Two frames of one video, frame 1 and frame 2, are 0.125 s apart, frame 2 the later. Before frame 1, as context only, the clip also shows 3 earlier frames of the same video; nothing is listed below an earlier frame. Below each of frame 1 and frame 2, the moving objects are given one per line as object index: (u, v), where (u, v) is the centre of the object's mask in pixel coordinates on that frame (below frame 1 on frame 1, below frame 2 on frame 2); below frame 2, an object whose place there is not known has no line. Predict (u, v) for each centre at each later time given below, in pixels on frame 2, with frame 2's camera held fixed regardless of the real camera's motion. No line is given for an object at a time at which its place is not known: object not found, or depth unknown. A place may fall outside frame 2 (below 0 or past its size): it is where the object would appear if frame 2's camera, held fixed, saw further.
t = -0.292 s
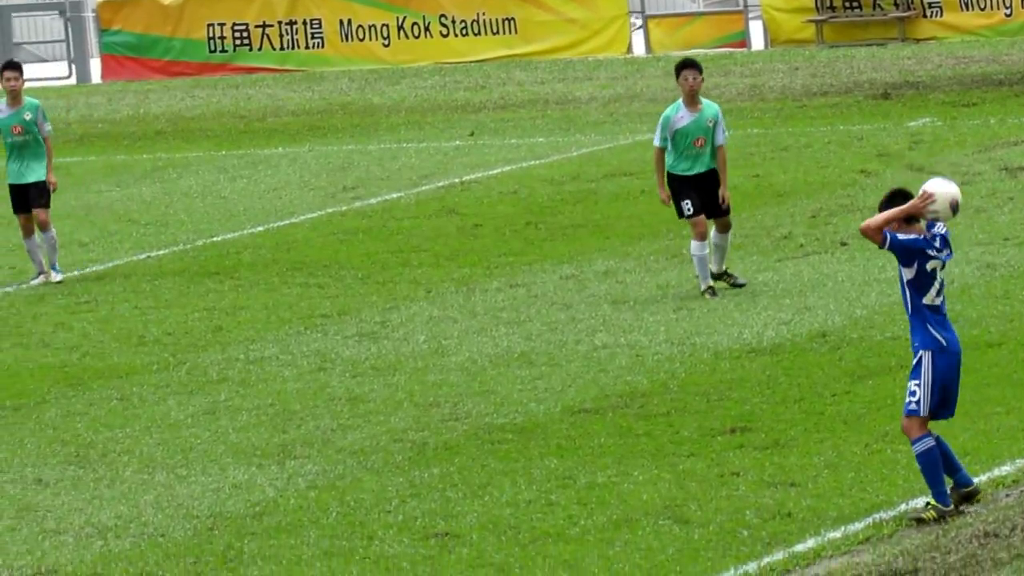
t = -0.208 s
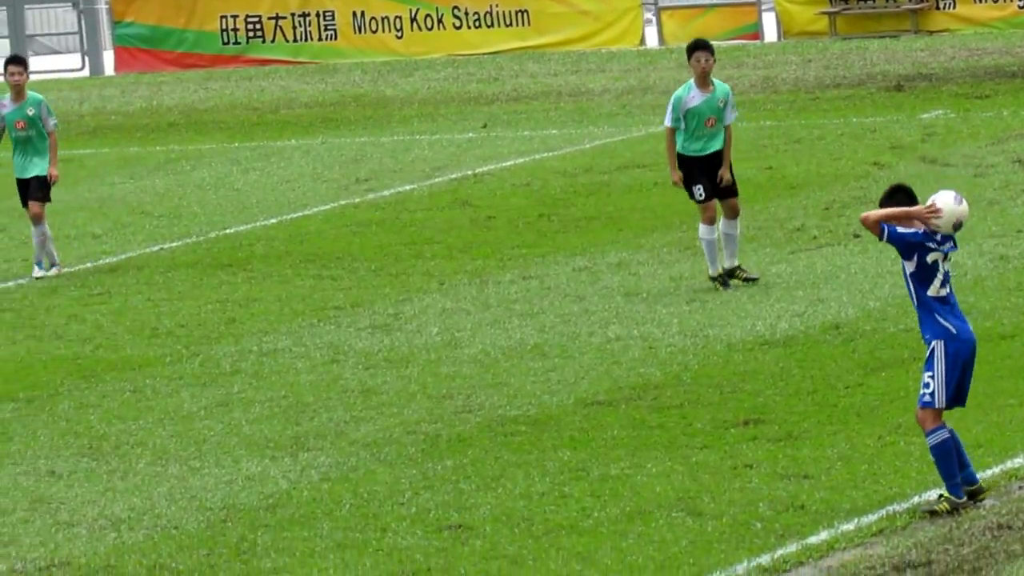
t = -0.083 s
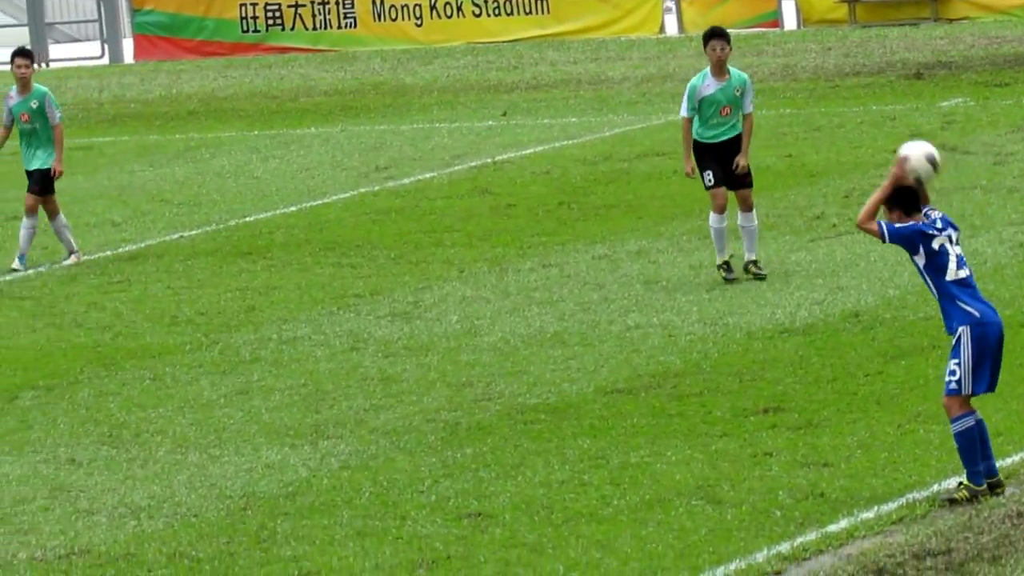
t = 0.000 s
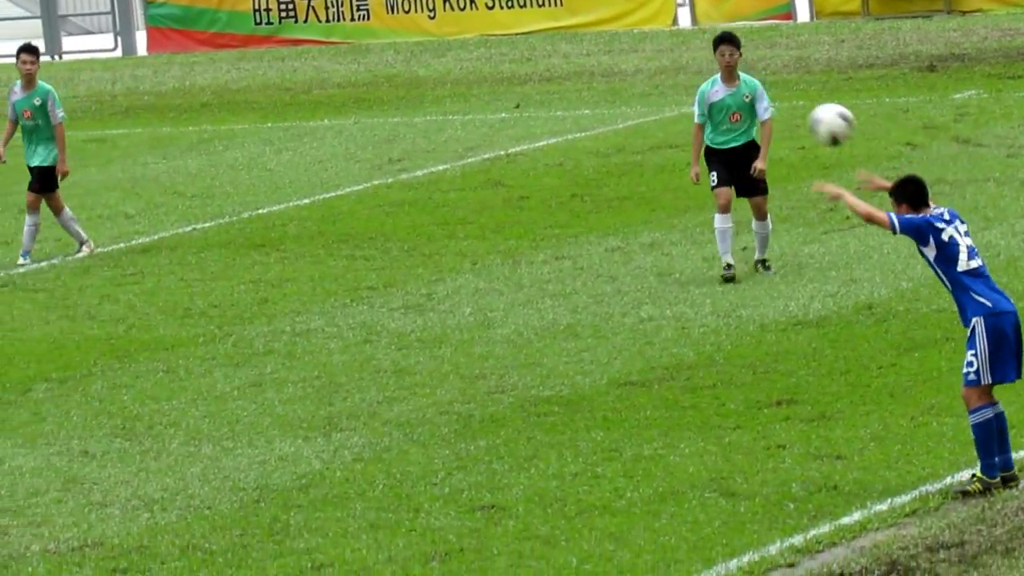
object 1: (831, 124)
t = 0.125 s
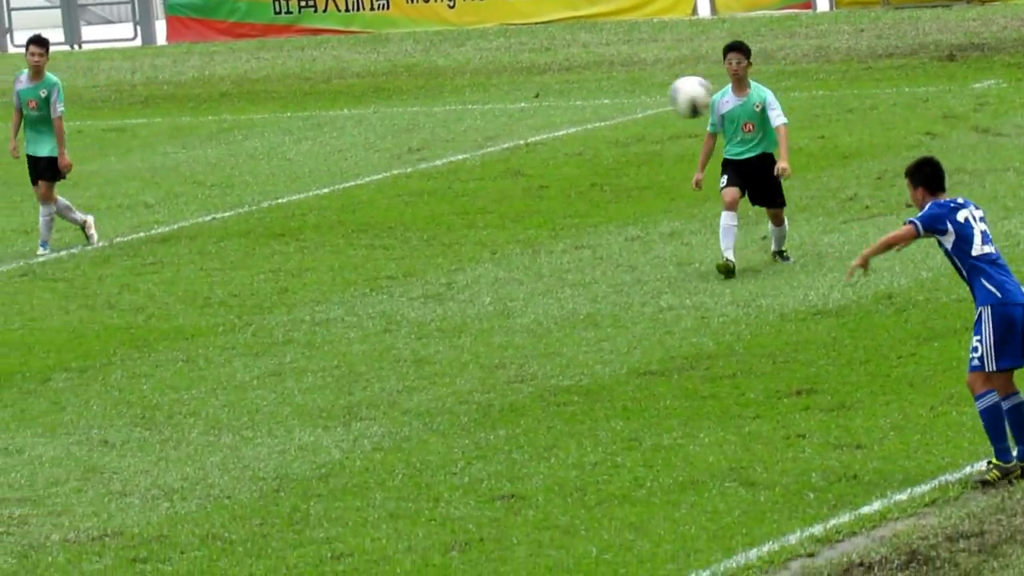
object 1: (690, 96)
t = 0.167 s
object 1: (642, 96)
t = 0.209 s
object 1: (594, 100)
